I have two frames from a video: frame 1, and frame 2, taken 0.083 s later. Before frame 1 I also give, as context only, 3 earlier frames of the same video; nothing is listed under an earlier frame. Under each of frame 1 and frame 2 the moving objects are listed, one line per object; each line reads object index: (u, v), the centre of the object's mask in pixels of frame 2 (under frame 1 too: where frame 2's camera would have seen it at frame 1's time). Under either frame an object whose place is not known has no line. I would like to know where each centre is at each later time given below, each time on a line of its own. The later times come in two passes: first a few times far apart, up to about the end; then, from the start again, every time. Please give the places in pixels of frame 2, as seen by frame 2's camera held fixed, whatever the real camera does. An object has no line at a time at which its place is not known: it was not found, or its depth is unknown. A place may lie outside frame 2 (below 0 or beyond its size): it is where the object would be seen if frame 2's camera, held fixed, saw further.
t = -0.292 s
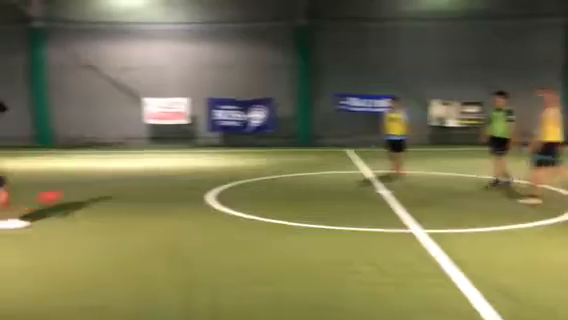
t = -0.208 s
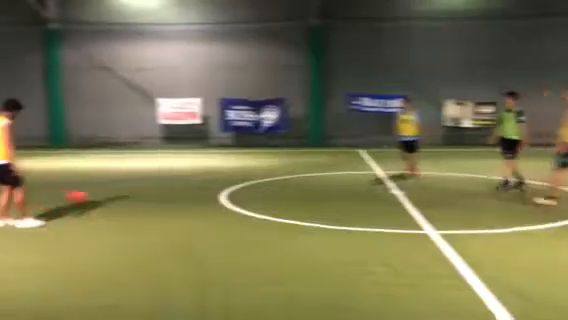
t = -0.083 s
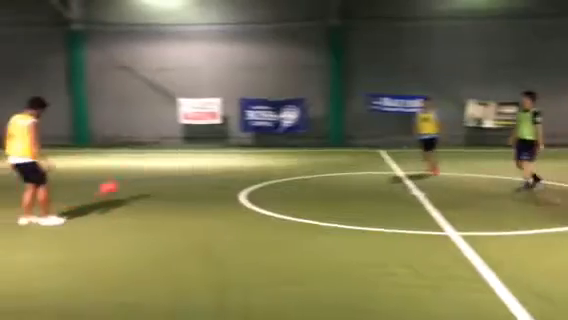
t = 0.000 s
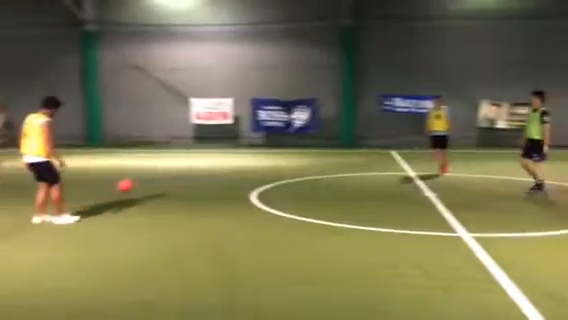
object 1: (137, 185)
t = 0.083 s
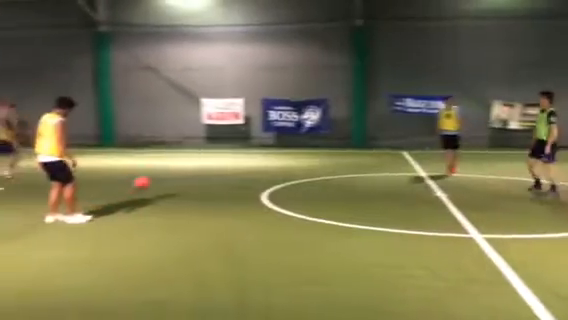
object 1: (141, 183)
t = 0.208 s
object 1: (144, 180)
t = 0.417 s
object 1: (149, 175)
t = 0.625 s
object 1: (151, 173)
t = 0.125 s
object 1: (141, 182)
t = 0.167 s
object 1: (143, 182)
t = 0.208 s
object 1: (144, 180)
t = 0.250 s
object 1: (144, 180)
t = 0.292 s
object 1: (145, 179)
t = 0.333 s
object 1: (147, 177)
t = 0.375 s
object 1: (148, 177)
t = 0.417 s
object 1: (149, 175)
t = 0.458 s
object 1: (149, 175)
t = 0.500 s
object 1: (149, 175)
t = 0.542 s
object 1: (149, 175)
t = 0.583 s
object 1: (149, 175)
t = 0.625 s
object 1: (151, 173)
